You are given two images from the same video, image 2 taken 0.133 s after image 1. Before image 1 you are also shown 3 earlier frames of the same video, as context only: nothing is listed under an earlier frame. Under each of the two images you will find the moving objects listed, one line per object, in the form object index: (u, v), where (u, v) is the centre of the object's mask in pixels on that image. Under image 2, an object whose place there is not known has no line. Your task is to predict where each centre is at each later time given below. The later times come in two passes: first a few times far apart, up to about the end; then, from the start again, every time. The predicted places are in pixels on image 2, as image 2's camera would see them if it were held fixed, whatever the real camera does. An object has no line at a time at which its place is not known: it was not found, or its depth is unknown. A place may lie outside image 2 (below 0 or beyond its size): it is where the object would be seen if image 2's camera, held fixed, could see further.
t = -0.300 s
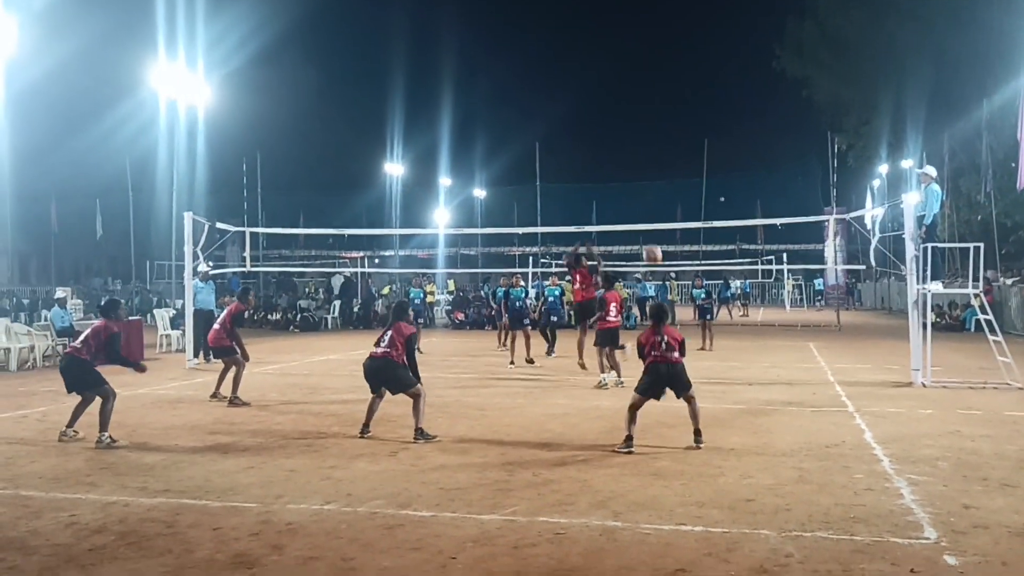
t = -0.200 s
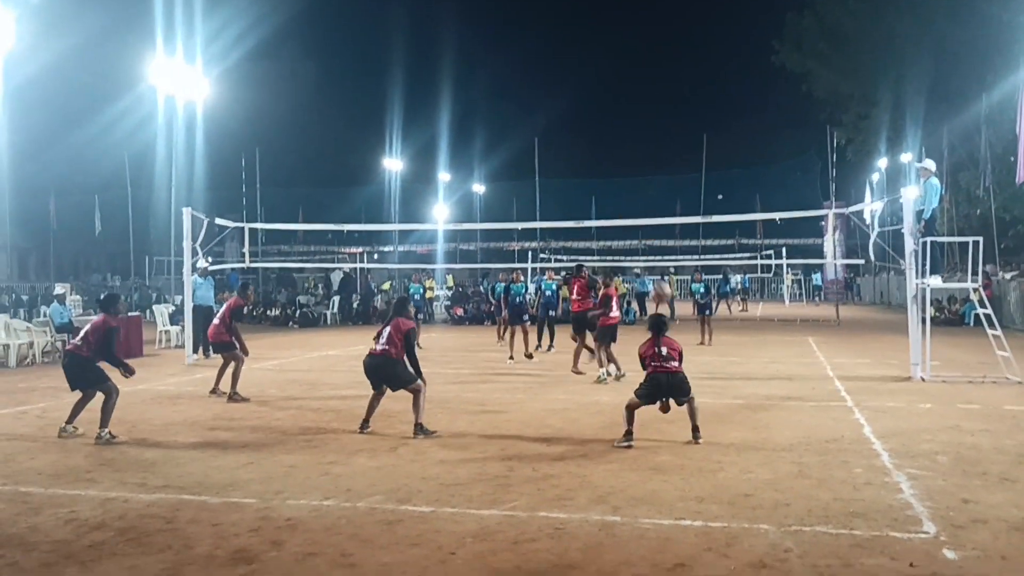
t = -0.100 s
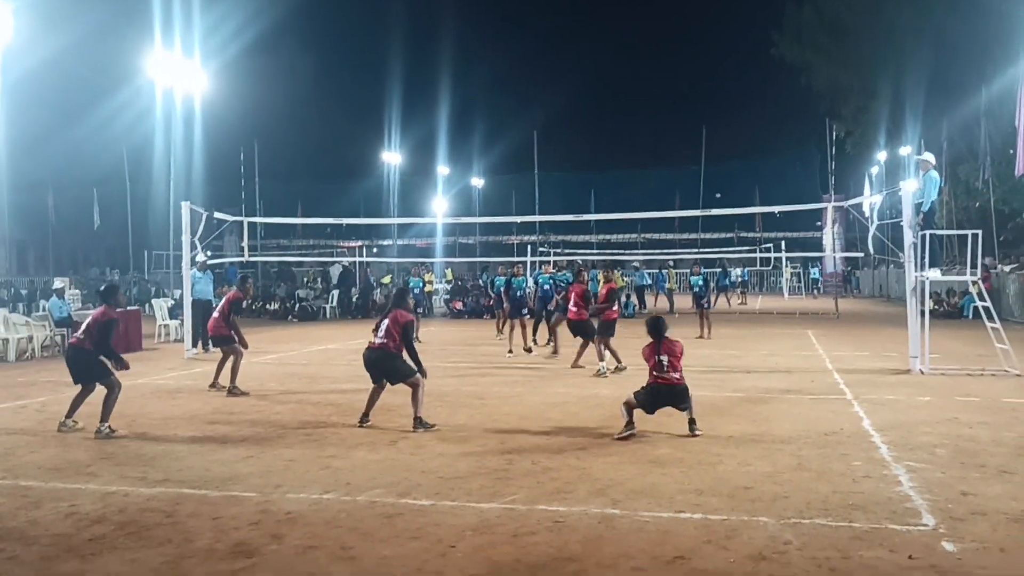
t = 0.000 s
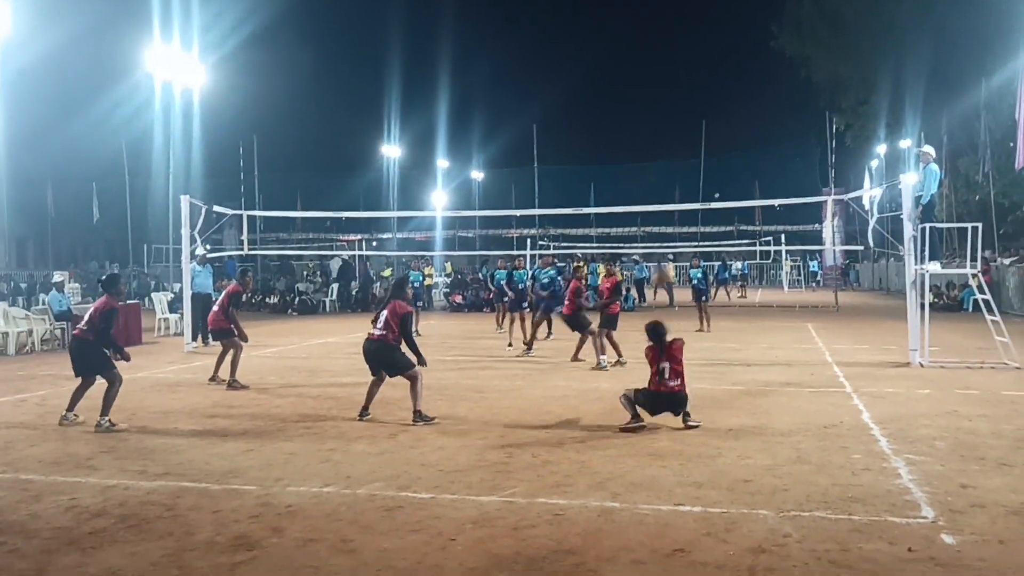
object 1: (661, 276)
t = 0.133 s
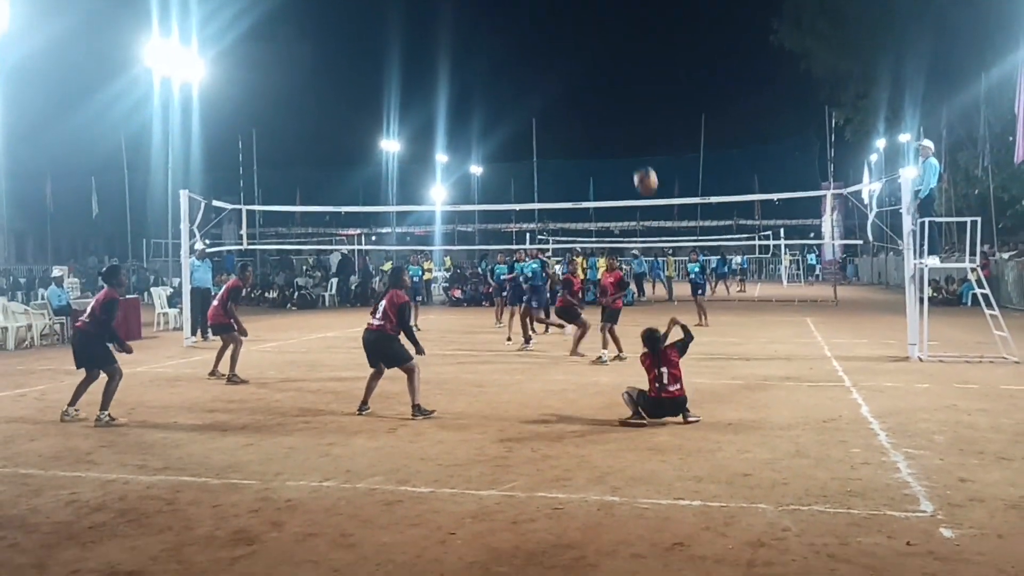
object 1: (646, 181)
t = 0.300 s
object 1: (626, 100)
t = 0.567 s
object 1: (592, 34)
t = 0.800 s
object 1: (567, 47)
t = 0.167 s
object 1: (642, 161)
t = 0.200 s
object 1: (638, 144)
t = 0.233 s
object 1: (634, 128)
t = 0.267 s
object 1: (630, 115)
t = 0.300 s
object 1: (626, 100)
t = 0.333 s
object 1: (622, 88)
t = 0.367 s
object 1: (618, 77)
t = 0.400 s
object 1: (615, 68)
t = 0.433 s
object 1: (611, 59)
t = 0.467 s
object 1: (607, 52)
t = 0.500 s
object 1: (603, 46)
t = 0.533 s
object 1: (595, 37)
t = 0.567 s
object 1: (592, 34)
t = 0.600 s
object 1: (588, 32)
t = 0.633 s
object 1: (585, 32)
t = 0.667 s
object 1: (581, 33)
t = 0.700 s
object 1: (577, 35)
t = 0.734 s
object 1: (574, 37)
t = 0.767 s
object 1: (570, 42)
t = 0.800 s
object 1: (567, 47)
